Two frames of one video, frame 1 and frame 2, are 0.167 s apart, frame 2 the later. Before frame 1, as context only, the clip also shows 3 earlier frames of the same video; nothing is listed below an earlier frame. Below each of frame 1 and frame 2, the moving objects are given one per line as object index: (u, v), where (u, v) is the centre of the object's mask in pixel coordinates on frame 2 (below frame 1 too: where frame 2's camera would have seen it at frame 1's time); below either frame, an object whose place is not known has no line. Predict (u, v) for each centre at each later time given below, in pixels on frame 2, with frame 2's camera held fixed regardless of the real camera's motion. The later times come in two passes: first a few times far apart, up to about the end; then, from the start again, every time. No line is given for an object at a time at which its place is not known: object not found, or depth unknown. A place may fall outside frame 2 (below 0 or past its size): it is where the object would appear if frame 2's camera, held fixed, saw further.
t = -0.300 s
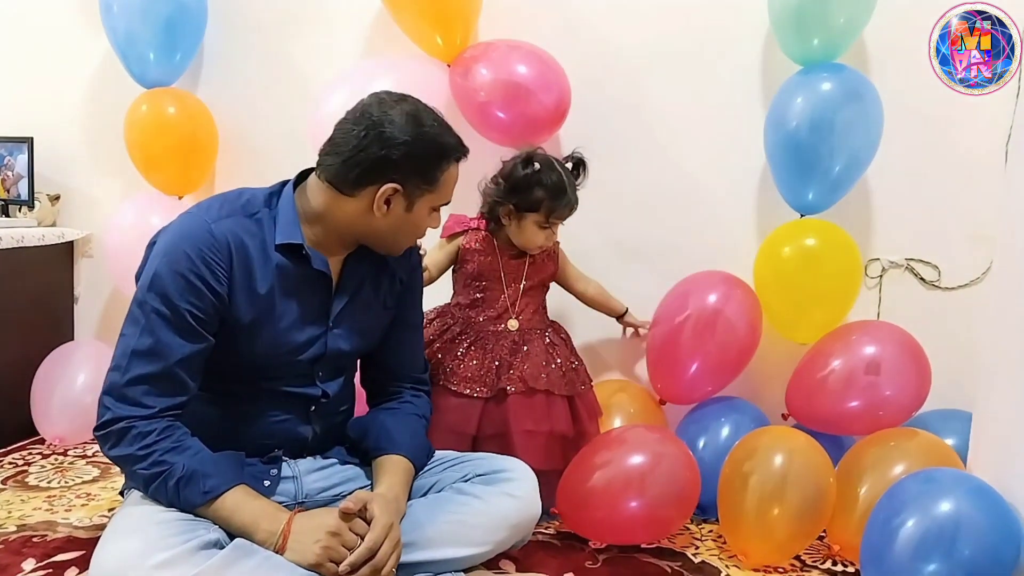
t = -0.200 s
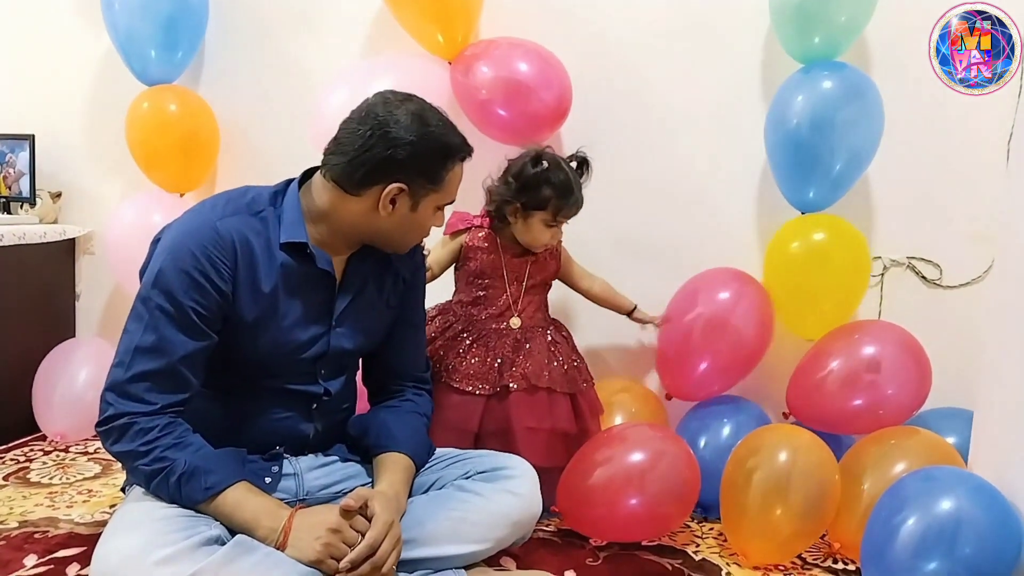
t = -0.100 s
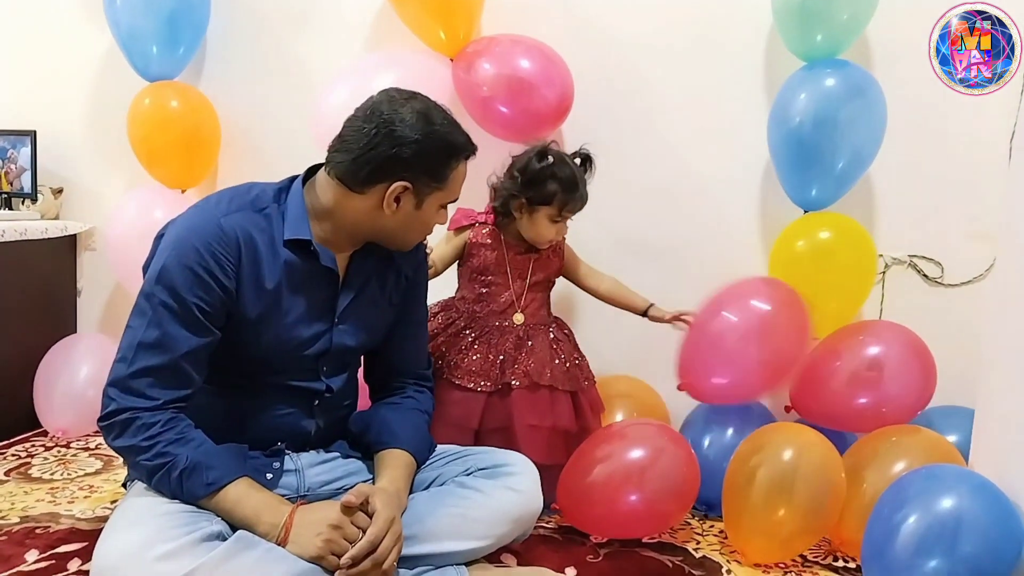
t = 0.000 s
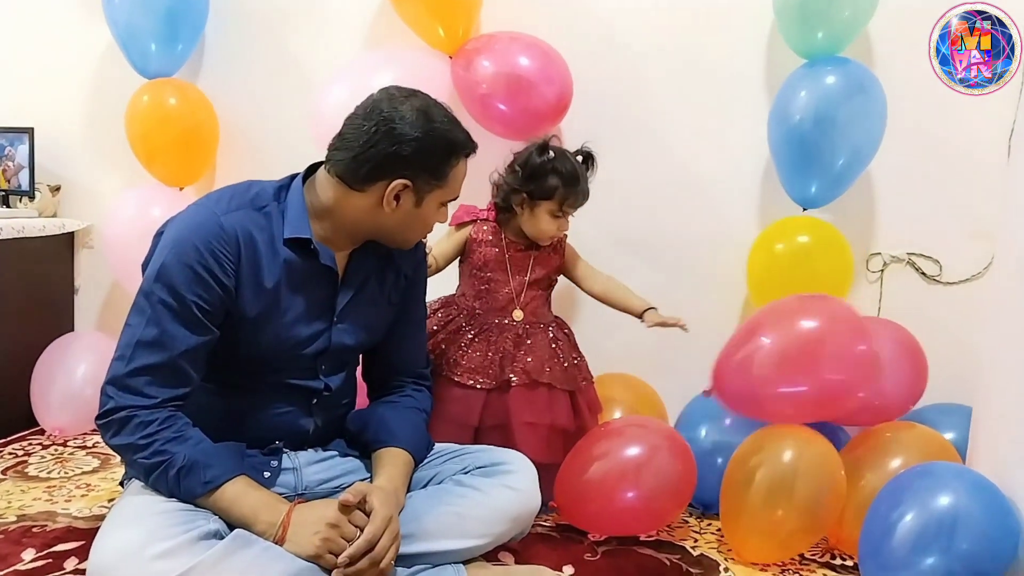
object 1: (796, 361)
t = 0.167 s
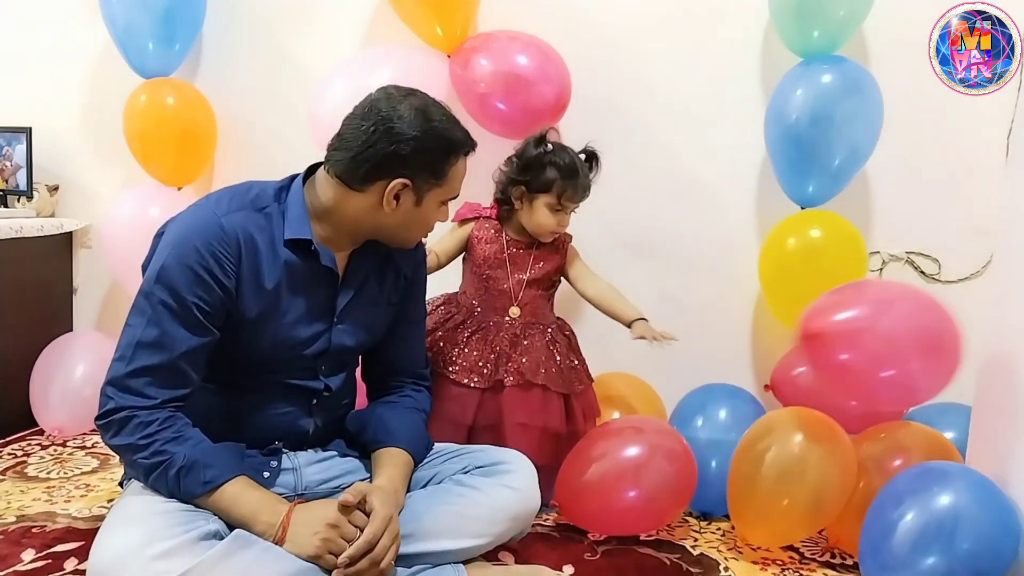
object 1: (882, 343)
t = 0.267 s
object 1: (930, 329)
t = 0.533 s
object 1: (964, 277)
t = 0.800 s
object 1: (986, 238)
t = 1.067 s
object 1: (993, 248)
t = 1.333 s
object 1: (993, 265)
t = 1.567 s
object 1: (982, 273)
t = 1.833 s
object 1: (970, 293)
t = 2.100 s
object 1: (967, 321)
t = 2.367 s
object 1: (966, 347)
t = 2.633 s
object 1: (964, 368)
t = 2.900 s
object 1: (957, 377)
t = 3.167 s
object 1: (955, 370)
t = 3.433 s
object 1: (947, 362)
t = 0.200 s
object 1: (898, 339)
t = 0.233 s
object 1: (914, 334)
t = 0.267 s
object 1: (930, 329)
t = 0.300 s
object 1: (945, 323)
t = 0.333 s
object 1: (956, 316)
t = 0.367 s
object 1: (959, 310)
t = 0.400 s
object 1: (959, 303)
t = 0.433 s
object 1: (960, 296)
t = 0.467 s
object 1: (961, 289)
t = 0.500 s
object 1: (962, 283)
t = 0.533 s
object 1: (964, 277)
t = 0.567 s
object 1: (966, 271)
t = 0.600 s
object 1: (970, 265)
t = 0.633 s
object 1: (974, 260)
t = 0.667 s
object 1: (978, 255)
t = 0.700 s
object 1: (982, 250)
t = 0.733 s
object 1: (985, 246)
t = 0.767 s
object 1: (986, 242)
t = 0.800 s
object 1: (986, 238)
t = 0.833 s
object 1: (987, 235)
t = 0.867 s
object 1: (987, 233)
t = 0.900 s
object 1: (988, 233)
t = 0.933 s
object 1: (989, 233)
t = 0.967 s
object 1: (990, 235)
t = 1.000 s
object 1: (991, 239)
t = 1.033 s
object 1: (993, 245)
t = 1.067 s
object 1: (993, 248)
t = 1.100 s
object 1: (993, 251)
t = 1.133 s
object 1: (993, 254)
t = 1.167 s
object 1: (993, 257)
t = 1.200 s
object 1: (994, 260)
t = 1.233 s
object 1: (995, 262)
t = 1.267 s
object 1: (994, 263)
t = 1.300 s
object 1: (993, 264)
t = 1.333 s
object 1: (993, 265)
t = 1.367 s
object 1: (992, 265)
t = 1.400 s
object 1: (991, 265)
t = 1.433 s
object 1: (990, 266)
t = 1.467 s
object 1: (988, 268)
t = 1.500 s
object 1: (986, 269)
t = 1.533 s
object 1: (984, 271)
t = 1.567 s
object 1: (982, 273)
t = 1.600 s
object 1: (980, 275)
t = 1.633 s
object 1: (977, 278)
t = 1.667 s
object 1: (974, 280)
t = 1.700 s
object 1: (973, 282)
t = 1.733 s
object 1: (971, 285)
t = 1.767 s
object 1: (971, 287)
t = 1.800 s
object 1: (970, 290)
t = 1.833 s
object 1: (970, 293)
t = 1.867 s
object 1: (970, 297)
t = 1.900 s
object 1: (970, 300)
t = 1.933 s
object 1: (970, 304)
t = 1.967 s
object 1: (971, 307)
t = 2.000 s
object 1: (971, 310)
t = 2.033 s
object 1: (970, 314)
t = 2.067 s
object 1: (969, 317)
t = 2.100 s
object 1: (967, 321)
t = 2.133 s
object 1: (966, 324)
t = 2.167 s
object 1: (966, 328)
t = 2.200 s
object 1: (965, 331)
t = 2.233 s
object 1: (966, 335)
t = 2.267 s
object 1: (966, 338)
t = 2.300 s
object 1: (966, 341)
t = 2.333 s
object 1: (966, 344)
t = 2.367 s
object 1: (966, 347)
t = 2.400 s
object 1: (966, 351)
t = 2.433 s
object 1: (966, 353)
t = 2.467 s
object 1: (966, 356)
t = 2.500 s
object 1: (966, 358)
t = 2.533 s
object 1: (965, 361)
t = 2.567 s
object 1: (964, 363)
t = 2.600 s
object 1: (964, 366)
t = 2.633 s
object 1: (964, 368)
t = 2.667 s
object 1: (963, 370)
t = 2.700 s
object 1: (963, 373)
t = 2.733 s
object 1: (961, 376)
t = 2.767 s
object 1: (961, 378)
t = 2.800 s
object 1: (959, 379)
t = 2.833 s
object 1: (958, 379)
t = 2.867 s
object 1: (958, 378)
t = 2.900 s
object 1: (957, 377)
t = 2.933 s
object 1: (957, 377)
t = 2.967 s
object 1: (956, 376)
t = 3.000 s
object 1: (956, 375)
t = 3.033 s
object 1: (955, 374)
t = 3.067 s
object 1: (955, 373)
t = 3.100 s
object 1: (955, 371)
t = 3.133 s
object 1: (954, 370)
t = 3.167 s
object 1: (955, 370)
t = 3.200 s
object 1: (954, 369)
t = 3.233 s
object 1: (953, 368)
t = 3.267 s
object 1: (952, 367)
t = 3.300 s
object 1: (952, 366)
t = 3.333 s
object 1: (951, 365)
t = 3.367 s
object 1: (950, 364)
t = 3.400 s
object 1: (949, 363)
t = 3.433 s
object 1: (947, 362)
